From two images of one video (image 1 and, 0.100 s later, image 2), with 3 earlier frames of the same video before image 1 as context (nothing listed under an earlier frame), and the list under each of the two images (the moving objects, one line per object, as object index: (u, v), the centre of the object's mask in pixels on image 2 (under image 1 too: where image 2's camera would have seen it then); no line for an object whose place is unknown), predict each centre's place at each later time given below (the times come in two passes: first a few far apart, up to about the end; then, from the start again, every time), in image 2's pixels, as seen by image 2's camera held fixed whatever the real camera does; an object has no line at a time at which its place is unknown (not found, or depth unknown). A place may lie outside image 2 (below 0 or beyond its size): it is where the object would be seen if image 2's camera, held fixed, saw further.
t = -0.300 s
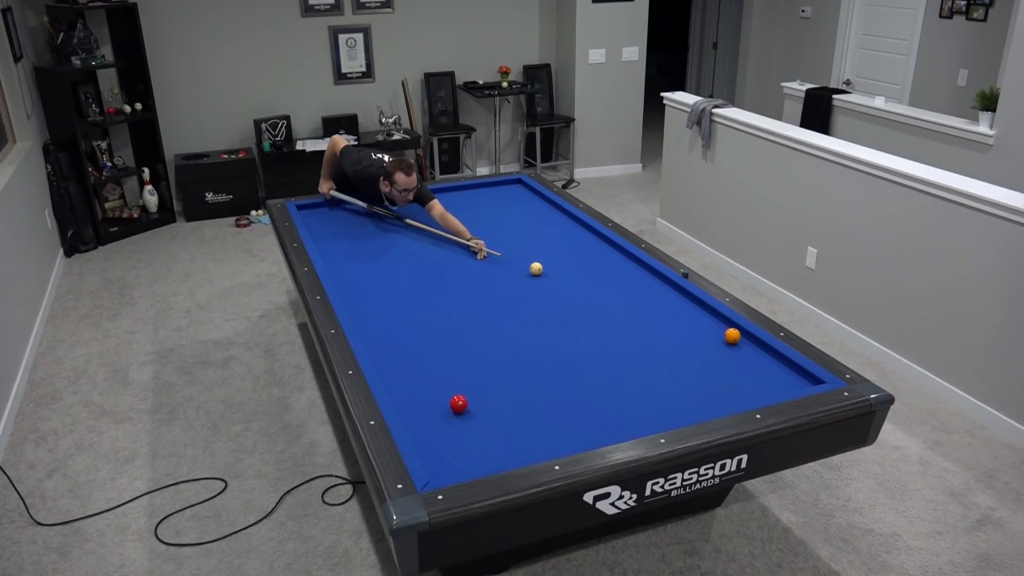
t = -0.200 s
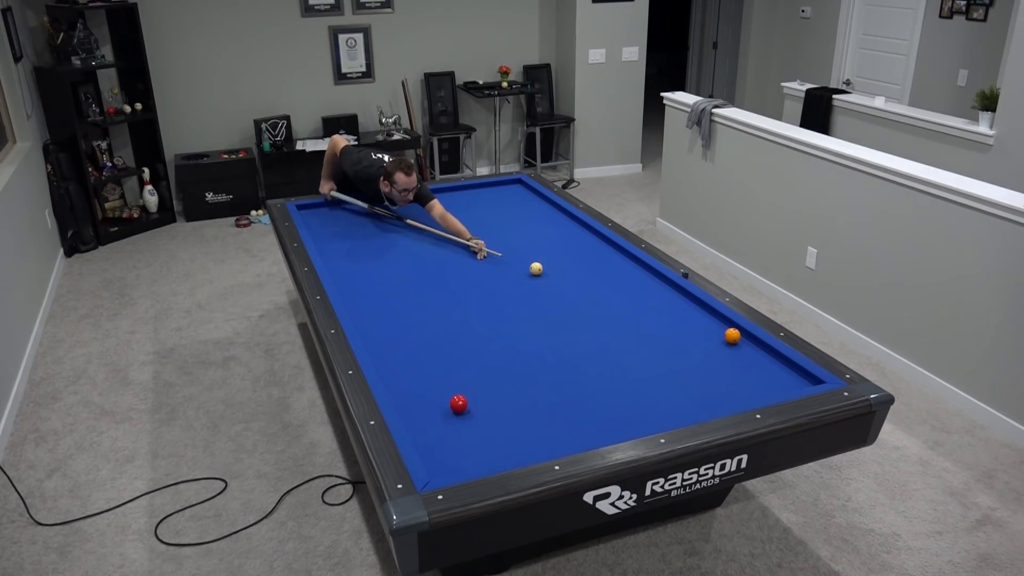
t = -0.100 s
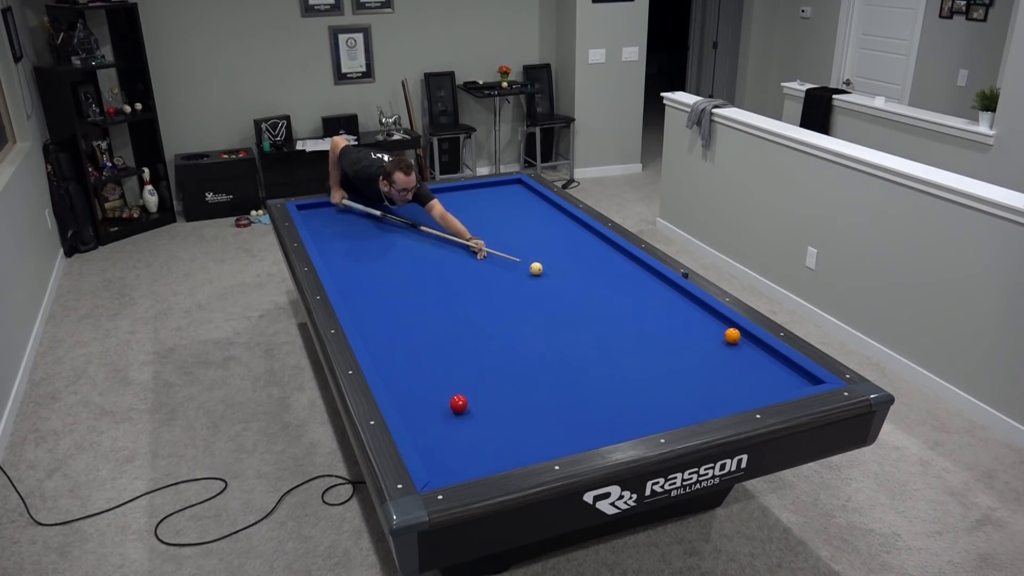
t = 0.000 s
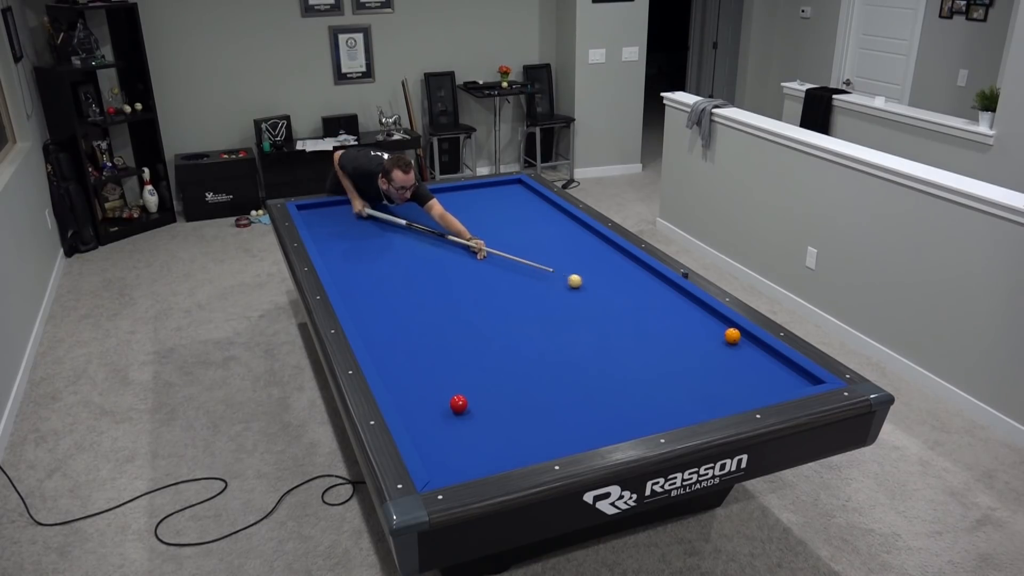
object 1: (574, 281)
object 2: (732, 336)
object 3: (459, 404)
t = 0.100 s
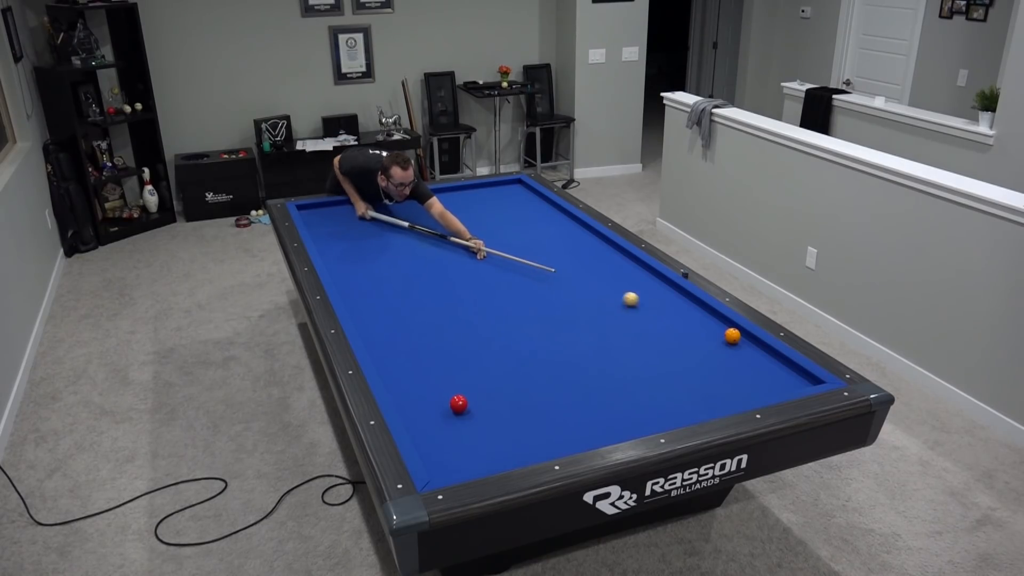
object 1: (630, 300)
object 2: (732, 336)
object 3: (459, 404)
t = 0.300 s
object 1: (729, 329)
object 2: (752, 351)
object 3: (459, 404)
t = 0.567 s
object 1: (669, 346)
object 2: (756, 359)
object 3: (459, 404)
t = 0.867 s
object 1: (630, 376)
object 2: (694, 316)
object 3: (459, 404)
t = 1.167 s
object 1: (589, 410)
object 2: (646, 283)
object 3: (459, 404)
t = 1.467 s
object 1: (543, 446)
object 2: (607, 255)
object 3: (459, 404)
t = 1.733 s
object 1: (485, 449)
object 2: (577, 235)
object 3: (458, 404)
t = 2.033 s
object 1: (424, 449)
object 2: (548, 215)
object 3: (459, 404)
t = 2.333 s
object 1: (450, 426)
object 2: (523, 197)
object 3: (459, 404)
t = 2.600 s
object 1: (471, 412)
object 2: (504, 184)
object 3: (457, 401)
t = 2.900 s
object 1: (496, 404)
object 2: (515, 191)
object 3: (453, 394)
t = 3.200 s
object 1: (520, 397)
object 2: (528, 200)
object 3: (450, 387)
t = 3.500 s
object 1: (542, 390)
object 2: (540, 210)
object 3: (447, 381)
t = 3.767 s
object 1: (560, 385)
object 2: (552, 219)
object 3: (445, 376)
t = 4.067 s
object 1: (579, 379)
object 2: (566, 229)
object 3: (444, 372)
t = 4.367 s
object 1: (597, 374)
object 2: (581, 240)
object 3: (442, 368)
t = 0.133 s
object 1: (650, 306)
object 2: (732, 336)
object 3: (459, 404)
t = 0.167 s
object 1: (671, 312)
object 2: (732, 336)
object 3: (459, 404)
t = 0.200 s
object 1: (692, 320)
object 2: (732, 336)
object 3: (458, 404)
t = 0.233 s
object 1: (715, 327)
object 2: (732, 336)
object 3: (459, 404)
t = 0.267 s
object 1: (731, 328)
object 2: (740, 342)
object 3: (459, 404)
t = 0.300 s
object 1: (729, 329)
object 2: (752, 351)
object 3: (459, 404)
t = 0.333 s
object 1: (721, 331)
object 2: (764, 361)
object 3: (459, 404)
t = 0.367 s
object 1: (712, 333)
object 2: (777, 371)
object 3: (459, 404)
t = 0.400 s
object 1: (704, 335)
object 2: (789, 381)
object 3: (459, 404)
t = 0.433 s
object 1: (696, 337)
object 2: (795, 384)
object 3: (459, 404)
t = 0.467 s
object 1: (689, 339)
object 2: (784, 378)
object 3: (459, 404)
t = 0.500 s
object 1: (682, 341)
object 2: (774, 371)
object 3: (459, 404)
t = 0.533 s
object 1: (675, 344)
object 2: (765, 365)
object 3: (459, 404)
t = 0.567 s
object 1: (669, 346)
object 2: (756, 359)
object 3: (459, 404)
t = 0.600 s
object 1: (664, 349)
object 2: (747, 353)
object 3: (459, 404)
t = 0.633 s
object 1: (659, 352)
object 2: (740, 347)
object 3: (459, 404)
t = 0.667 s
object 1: (654, 355)
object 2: (732, 342)
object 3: (459, 404)
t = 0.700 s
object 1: (650, 358)
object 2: (725, 338)
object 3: (459, 404)
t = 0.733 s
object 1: (646, 362)
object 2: (719, 333)
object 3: (459, 404)
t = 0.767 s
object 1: (642, 365)
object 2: (712, 329)
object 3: (459, 404)
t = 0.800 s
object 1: (638, 368)
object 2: (706, 324)
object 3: (459, 404)
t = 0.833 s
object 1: (634, 372)
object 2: (700, 320)
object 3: (459, 404)
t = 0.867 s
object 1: (630, 376)
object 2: (694, 316)
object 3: (459, 404)
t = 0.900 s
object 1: (625, 379)
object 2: (688, 312)
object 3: (459, 404)
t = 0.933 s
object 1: (621, 383)
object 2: (683, 308)
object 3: (459, 404)
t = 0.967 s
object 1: (617, 386)
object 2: (677, 304)
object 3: (459, 404)
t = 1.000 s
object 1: (612, 390)
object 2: (672, 300)
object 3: (459, 404)
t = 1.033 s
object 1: (608, 394)
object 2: (666, 297)
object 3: (459, 404)
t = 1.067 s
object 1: (603, 398)
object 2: (662, 293)
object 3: (459, 404)
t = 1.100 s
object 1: (598, 402)
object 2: (656, 290)
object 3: (459, 404)
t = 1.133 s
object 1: (594, 406)
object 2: (651, 286)
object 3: (459, 404)
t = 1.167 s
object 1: (589, 410)
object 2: (646, 283)
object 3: (459, 404)
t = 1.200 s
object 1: (584, 414)
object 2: (642, 280)
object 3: (459, 404)
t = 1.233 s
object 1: (579, 418)
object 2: (637, 276)
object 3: (459, 404)
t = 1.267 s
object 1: (574, 422)
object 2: (632, 273)
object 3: (459, 404)
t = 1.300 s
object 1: (569, 426)
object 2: (628, 270)
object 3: (459, 404)
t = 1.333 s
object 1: (564, 430)
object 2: (623, 267)
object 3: (459, 404)
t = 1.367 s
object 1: (559, 435)
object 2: (619, 264)
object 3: (459, 404)
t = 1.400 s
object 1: (554, 439)
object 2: (615, 261)
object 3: (459, 404)
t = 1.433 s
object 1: (548, 443)
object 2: (611, 258)
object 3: (459, 404)
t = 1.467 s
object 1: (543, 446)
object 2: (607, 255)
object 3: (459, 404)
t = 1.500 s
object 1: (536, 448)
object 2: (603, 252)
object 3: (459, 404)
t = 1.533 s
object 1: (528, 448)
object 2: (599, 250)
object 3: (459, 404)
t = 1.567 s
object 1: (521, 449)
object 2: (595, 247)
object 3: (459, 404)
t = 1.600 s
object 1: (514, 449)
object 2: (591, 245)
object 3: (459, 404)
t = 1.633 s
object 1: (506, 449)
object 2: (588, 242)
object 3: (459, 404)
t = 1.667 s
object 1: (499, 449)
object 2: (584, 240)
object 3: (459, 404)
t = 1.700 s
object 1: (492, 449)
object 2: (580, 237)
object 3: (459, 404)
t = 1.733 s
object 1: (485, 449)
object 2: (577, 235)
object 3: (458, 404)
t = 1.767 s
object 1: (478, 449)
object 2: (574, 232)
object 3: (459, 404)
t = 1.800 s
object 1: (471, 449)
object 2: (570, 230)
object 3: (459, 404)
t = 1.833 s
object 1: (464, 449)
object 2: (567, 228)
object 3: (459, 404)
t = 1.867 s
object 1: (456, 449)
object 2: (564, 225)
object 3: (459, 404)
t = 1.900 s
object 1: (450, 449)
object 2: (561, 223)
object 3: (459, 404)
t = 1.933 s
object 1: (442, 449)
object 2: (557, 221)
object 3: (458, 404)
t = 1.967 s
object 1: (436, 449)
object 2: (554, 219)
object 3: (459, 404)
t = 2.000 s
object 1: (429, 450)
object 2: (551, 217)
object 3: (459, 404)
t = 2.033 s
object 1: (424, 449)
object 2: (548, 215)
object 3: (459, 404)
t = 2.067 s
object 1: (428, 446)
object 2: (545, 213)
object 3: (459, 404)
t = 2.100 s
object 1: (432, 443)
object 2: (542, 210)
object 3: (459, 404)
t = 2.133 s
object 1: (435, 441)
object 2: (540, 209)
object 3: (459, 404)
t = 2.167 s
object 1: (437, 438)
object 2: (537, 207)
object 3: (459, 404)
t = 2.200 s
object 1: (440, 436)
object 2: (534, 205)
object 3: (459, 404)
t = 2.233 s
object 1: (442, 433)
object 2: (531, 203)
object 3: (459, 404)
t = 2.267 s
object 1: (445, 431)
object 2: (529, 201)
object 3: (459, 404)
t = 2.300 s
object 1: (448, 428)
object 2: (526, 199)
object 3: (459, 404)
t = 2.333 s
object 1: (450, 426)
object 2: (523, 197)
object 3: (459, 404)
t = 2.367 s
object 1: (452, 424)
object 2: (521, 195)
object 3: (459, 404)
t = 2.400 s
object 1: (455, 421)
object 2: (518, 194)
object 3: (459, 403)
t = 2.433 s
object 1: (457, 419)
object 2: (516, 192)
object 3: (459, 402)
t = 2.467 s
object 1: (460, 417)
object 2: (514, 190)
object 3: (458, 402)
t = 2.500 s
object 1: (462, 415)
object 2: (511, 189)
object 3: (458, 401)
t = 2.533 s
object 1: (465, 414)
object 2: (509, 187)
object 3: (457, 401)
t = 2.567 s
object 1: (468, 413)
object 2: (507, 185)
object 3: (457, 401)
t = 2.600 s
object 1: (471, 412)
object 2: (504, 184)
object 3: (457, 401)
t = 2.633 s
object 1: (474, 411)
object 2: (502, 182)
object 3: (457, 400)
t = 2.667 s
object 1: (477, 410)
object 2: (504, 184)
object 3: (456, 400)
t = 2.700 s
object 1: (479, 409)
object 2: (506, 185)
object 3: (456, 399)
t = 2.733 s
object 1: (482, 408)
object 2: (508, 186)
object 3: (456, 398)
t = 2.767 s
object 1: (485, 407)
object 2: (509, 187)
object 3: (455, 397)
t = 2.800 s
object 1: (488, 407)
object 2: (511, 188)
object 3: (455, 396)
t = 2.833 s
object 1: (491, 406)
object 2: (512, 189)
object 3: (454, 395)
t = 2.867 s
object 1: (493, 405)
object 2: (514, 190)
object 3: (454, 395)
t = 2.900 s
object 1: (496, 404)
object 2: (515, 191)
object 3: (453, 394)
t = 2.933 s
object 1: (499, 403)
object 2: (516, 192)
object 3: (453, 393)
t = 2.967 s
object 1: (502, 402)
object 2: (518, 193)
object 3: (453, 392)
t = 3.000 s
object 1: (504, 402)
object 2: (519, 194)
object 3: (452, 391)
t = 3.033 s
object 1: (507, 401)
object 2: (521, 195)
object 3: (452, 390)
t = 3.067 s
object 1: (510, 400)
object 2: (522, 196)
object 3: (452, 390)
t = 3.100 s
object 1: (512, 399)
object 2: (523, 197)
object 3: (451, 389)
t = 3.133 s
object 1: (515, 398)
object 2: (525, 198)
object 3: (451, 388)
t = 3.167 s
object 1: (517, 398)
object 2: (526, 199)
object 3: (450, 388)
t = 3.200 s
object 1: (520, 397)
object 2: (528, 200)
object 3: (450, 387)
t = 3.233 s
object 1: (522, 396)
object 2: (529, 201)
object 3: (450, 387)
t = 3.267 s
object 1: (525, 395)
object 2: (530, 202)
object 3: (450, 386)
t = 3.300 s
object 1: (528, 395)
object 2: (532, 203)
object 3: (449, 385)
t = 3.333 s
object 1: (530, 394)
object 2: (533, 205)
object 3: (449, 384)
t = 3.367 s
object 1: (532, 393)
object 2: (534, 205)
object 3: (448, 384)
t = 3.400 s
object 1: (535, 392)
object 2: (536, 207)
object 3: (448, 383)
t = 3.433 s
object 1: (537, 392)
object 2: (537, 208)
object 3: (448, 383)
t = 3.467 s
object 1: (540, 391)
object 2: (539, 209)
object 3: (447, 382)
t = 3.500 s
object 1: (542, 390)
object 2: (540, 210)
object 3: (447, 381)
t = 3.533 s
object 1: (544, 390)
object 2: (542, 211)
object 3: (447, 381)
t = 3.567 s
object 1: (547, 389)
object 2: (543, 212)
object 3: (447, 380)
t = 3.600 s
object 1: (549, 388)
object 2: (545, 213)
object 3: (446, 379)
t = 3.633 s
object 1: (551, 387)
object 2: (546, 214)
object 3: (446, 379)
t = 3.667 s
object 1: (554, 387)
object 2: (548, 215)
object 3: (446, 378)
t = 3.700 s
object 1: (556, 386)
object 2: (549, 216)
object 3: (445, 378)
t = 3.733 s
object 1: (558, 386)
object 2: (551, 218)
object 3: (445, 377)
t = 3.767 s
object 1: (560, 385)
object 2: (552, 219)
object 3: (445, 376)
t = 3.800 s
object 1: (563, 384)
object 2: (554, 220)
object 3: (445, 376)
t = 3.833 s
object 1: (565, 383)
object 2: (555, 221)
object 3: (445, 376)
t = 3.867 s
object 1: (567, 383)
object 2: (557, 222)
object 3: (445, 375)
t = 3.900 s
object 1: (569, 382)
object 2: (558, 223)
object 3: (444, 375)
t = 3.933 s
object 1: (571, 382)
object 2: (560, 224)
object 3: (444, 374)
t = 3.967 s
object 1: (573, 381)
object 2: (561, 226)
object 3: (444, 373)
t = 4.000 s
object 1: (575, 380)
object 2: (563, 227)
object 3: (444, 373)
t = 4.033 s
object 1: (577, 380)
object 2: (564, 228)
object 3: (444, 372)
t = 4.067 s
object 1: (579, 379)
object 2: (566, 229)
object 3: (444, 372)
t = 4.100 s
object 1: (581, 378)
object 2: (568, 230)
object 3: (443, 371)
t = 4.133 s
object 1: (583, 378)
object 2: (569, 231)
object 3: (443, 371)
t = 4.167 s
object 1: (585, 377)
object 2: (571, 232)
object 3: (443, 370)
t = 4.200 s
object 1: (588, 377)
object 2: (572, 234)
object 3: (443, 370)
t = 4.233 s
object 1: (589, 376)
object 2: (574, 235)
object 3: (443, 369)
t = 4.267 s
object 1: (591, 376)
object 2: (576, 236)
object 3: (443, 369)
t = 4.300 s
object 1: (593, 375)
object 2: (577, 237)
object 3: (443, 368)
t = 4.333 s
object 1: (595, 375)
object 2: (579, 239)
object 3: (442, 368)
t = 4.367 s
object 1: (597, 374)
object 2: (581, 240)
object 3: (442, 368)
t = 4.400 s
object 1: (599, 373)
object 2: (582, 241)
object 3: (442, 367)
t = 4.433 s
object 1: (601, 373)
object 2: (584, 242)
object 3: (442, 367)
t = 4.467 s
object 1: (603, 372)
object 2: (586, 243)
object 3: (442, 367)
